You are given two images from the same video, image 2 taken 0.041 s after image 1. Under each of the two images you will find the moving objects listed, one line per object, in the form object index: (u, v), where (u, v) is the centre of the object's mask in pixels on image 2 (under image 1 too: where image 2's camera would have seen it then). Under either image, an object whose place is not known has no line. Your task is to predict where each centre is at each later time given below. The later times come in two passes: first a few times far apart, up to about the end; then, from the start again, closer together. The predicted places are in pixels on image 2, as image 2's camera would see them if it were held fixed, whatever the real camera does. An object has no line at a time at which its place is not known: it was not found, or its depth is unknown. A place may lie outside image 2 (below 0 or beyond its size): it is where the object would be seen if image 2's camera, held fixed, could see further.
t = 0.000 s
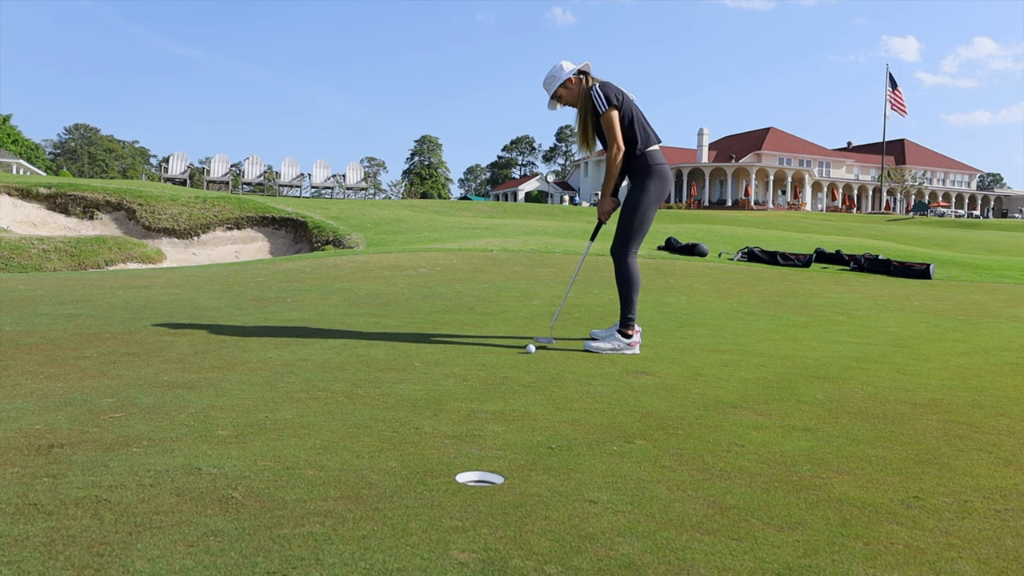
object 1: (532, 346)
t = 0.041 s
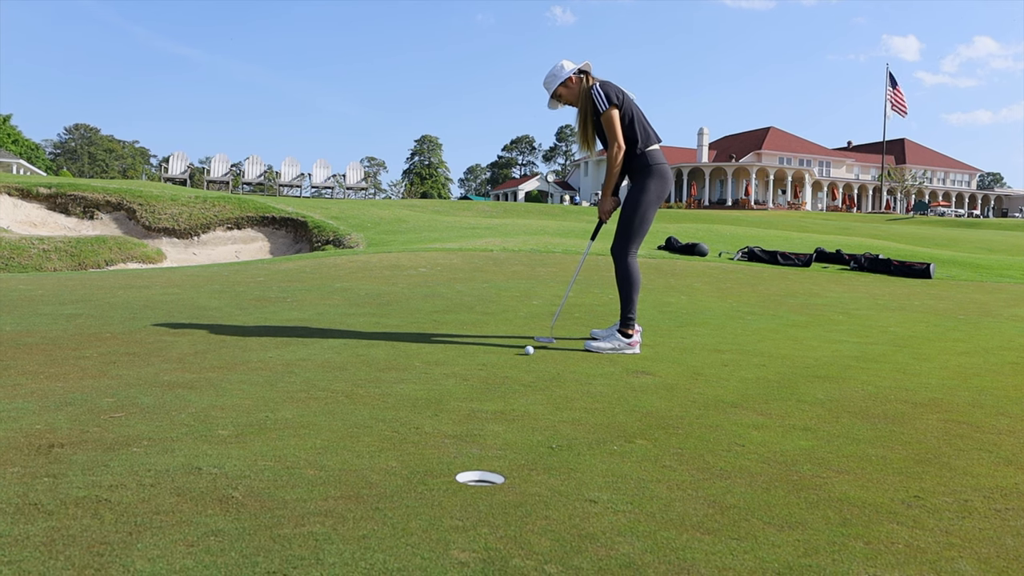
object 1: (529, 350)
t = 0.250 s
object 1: (522, 357)
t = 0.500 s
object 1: (515, 367)
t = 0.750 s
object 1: (509, 378)
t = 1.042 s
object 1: (502, 392)
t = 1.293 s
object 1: (498, 405)
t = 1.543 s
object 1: (499, 419)
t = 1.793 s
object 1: (503, 434)
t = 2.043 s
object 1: (509, 450)
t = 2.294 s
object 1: (516, 467)
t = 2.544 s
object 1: (528, 484)
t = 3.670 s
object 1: (611, 550)
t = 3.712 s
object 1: (615, 552)
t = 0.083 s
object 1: (528, 351)
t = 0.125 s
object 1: (526, 353)
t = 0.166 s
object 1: (524, 354)
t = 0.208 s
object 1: (523, 356)
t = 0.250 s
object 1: (522, 357)
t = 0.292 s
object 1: (520, 359)
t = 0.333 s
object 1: (519, 360)
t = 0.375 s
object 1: (518, 362)
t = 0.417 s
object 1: (517, 363)
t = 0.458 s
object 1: (516, 366)
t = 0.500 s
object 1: (515, 367)
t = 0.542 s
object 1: (514, 369)
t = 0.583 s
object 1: (513, 371)
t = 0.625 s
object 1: (512, 373)
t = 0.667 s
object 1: (511, 374)
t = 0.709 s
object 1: (510, 377)
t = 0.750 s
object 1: (509, 378)
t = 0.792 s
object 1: (508, 380)
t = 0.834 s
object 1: (506, 382)
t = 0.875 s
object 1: (505, 384)
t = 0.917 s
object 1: (504, 386)
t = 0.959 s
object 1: (503, 388)
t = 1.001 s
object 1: (503, 390)
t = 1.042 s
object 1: (502, 392)
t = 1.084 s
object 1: (501, 394)
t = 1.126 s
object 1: (500, 396)
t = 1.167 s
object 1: (500, 398)
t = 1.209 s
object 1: (499, 400)
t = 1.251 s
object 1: (499, 402)
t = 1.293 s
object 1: (498, 405)
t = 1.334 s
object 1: (498, 407)
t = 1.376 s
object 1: (499, 410)
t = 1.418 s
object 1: (498, 411)
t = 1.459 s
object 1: (499, 414)
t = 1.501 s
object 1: (499, 416)
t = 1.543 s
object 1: (499, 419)
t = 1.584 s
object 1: (499, 421)
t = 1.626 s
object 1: (500, 424)
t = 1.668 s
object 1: (501, 426)
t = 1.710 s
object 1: (501, 429)
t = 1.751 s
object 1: (502, 431)
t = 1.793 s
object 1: (503, 434)
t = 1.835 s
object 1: (504, 436)
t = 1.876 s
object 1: (505, 439)
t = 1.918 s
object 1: (505, 442)
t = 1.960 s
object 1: (506, 445)
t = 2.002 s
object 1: (507, 447)
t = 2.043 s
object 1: (509, 450)
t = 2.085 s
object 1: (509, 453)
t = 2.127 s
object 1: (510, 455)
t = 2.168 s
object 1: (511, 458)
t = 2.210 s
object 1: (513, 461)
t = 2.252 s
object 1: (515, 463)
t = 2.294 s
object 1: (516, 467)
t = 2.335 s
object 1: (518, 469)
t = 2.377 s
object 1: (520, 472)
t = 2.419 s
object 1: (522, 475)
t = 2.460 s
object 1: (524, 478)
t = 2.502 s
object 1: (526, 480)
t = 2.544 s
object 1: (528, 484)
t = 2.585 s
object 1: (530, 486)
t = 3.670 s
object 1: (611, 550)
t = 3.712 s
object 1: (615, 552)
